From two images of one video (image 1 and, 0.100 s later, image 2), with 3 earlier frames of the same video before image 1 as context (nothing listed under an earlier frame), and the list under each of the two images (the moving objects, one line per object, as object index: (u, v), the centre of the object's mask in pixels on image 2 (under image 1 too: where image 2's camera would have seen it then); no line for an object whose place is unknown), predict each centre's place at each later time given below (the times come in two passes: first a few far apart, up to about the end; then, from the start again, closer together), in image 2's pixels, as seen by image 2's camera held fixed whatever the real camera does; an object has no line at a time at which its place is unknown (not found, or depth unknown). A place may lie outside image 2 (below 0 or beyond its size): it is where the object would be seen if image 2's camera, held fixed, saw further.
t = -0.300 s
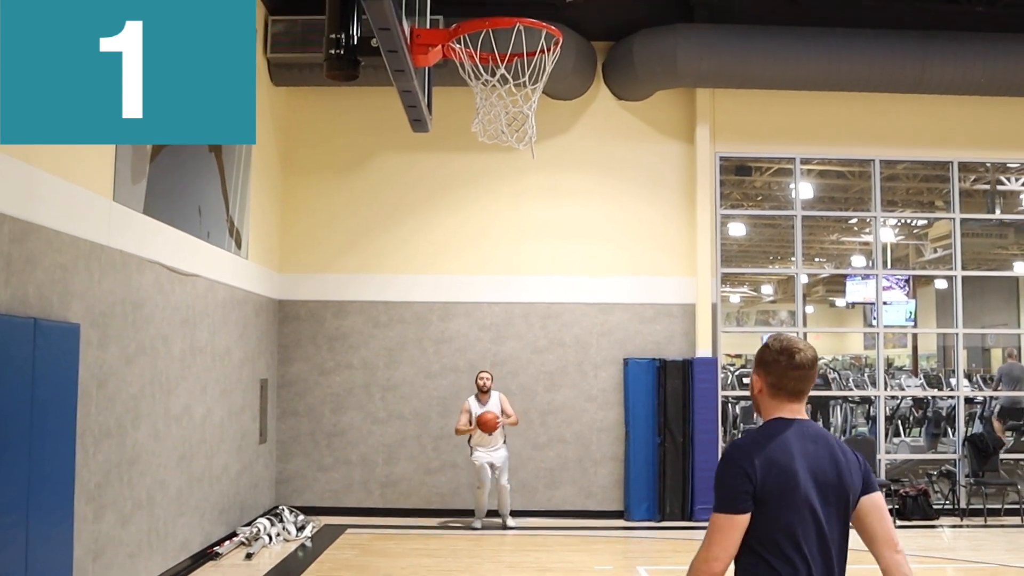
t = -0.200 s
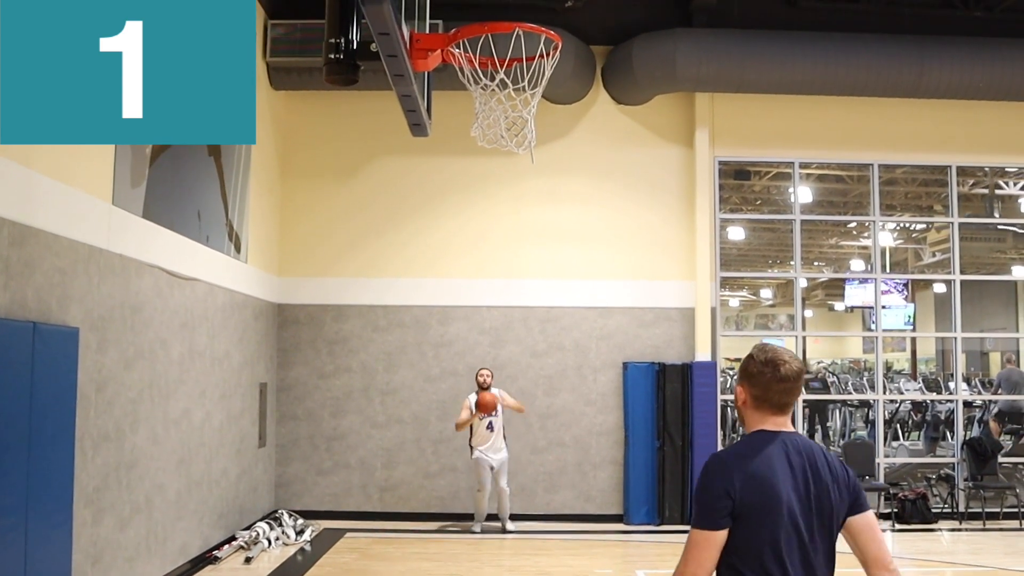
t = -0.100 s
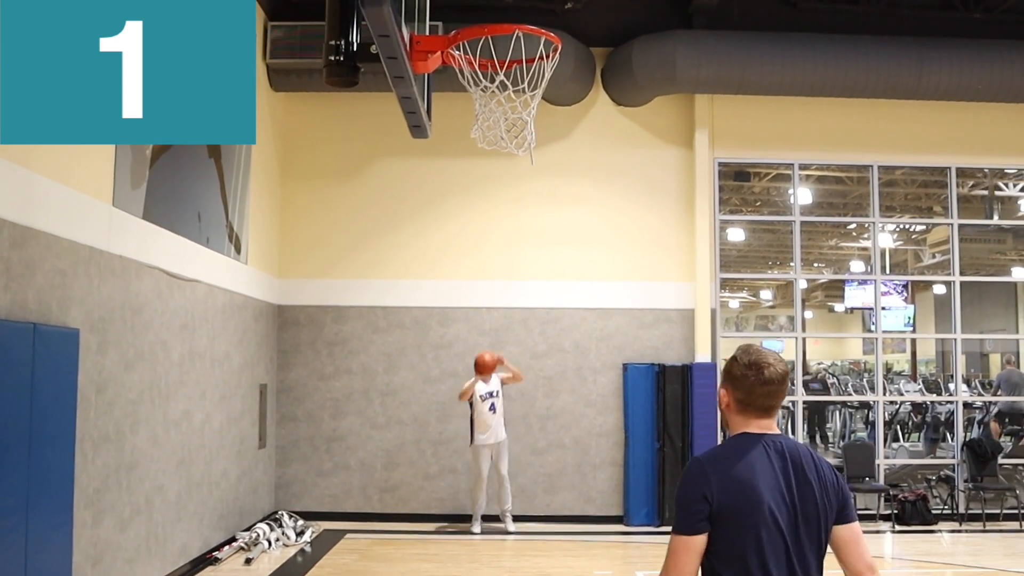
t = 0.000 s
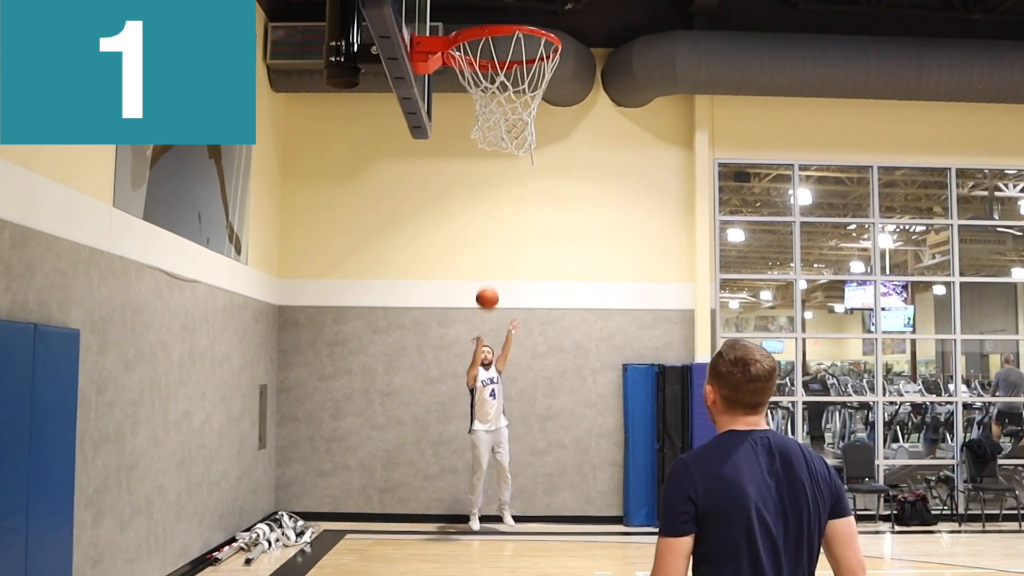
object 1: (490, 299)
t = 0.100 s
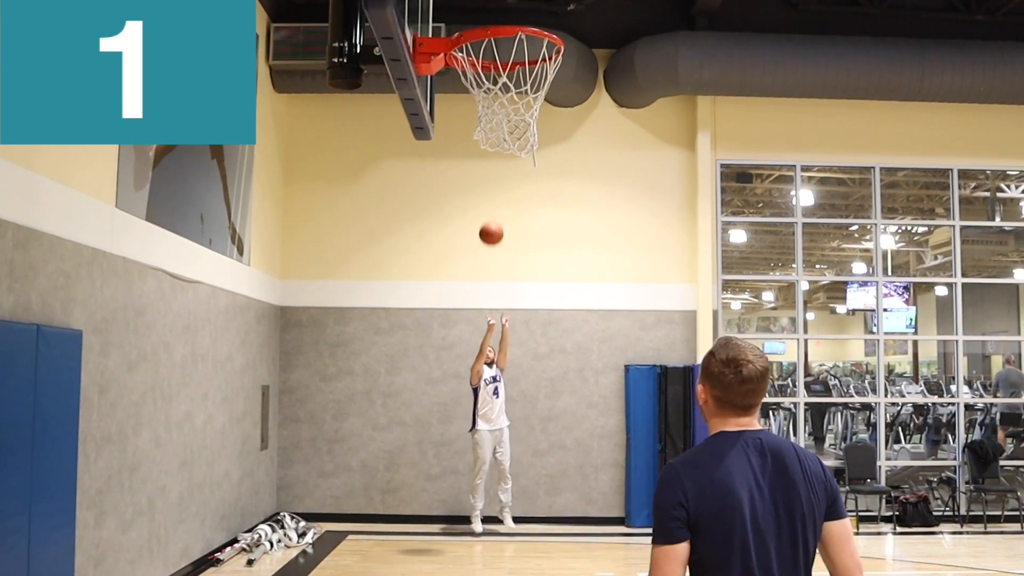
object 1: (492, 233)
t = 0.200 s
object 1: (494, 171)
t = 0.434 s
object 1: (498, 51)
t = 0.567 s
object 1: (499, 3)
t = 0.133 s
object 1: (494, 212)
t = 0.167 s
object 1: (493, 191)
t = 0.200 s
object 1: (494, 171)
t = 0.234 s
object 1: (495, 157)
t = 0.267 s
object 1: (493, 139)
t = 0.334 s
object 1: (499, 101)
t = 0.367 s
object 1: (502, 84)
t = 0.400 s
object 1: (496, 64)
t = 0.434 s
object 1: (498, 51)
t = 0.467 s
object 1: (501, 44)
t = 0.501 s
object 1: (499, 17)
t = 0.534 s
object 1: (499, 9)
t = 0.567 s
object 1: (499, 3)
